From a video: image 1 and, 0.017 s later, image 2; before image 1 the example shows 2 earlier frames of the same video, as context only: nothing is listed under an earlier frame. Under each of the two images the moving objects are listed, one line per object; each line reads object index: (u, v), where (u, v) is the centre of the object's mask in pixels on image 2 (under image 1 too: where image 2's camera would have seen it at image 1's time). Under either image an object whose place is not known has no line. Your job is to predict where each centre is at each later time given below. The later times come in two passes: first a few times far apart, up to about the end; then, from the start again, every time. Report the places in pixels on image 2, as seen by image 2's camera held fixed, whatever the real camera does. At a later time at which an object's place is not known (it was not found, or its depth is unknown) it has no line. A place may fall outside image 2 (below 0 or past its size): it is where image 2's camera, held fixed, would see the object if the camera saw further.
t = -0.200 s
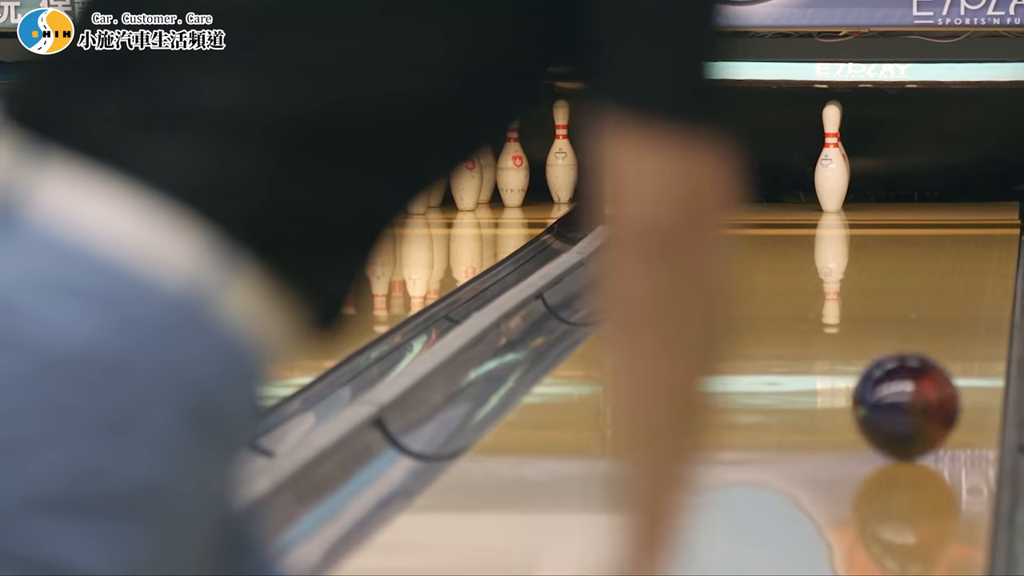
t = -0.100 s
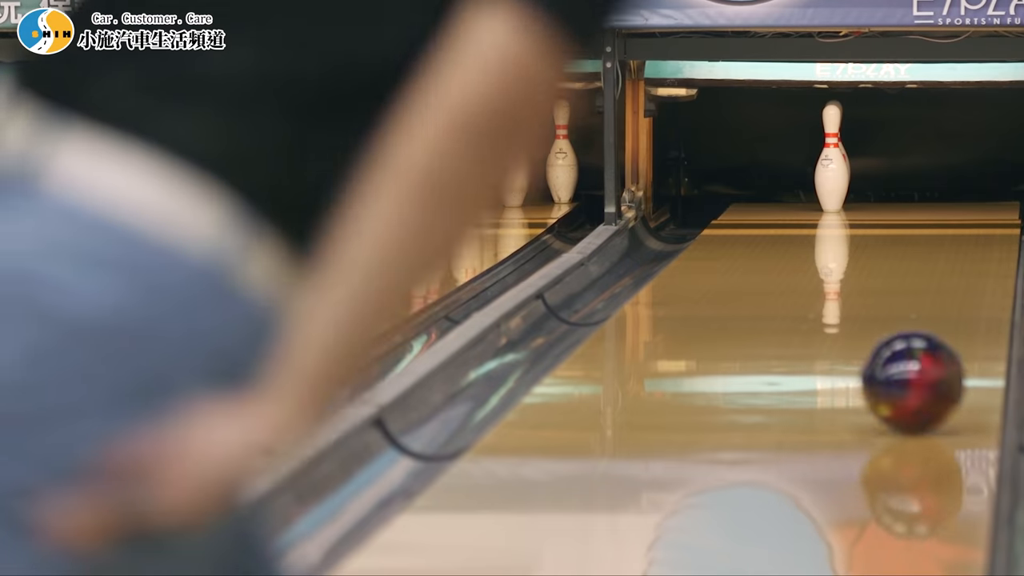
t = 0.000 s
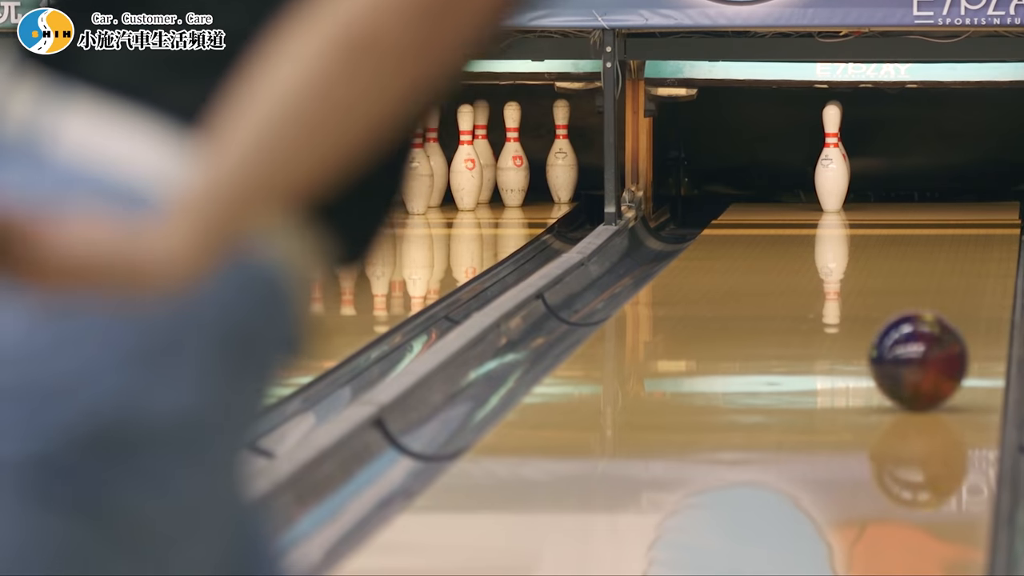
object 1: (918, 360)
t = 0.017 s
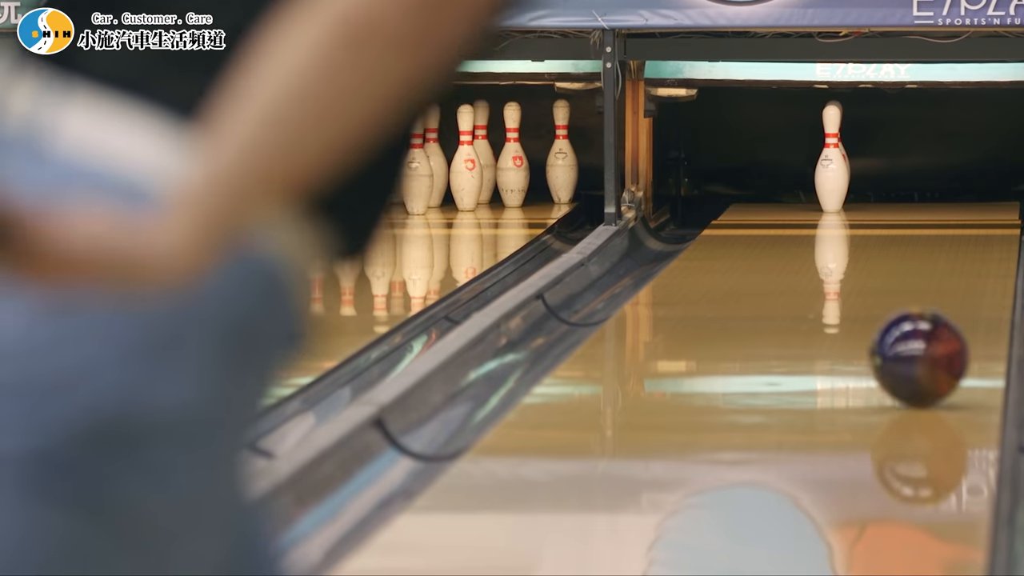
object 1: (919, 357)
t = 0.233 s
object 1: (925, 318)
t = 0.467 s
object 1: (925, 284)
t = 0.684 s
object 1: (918, 258)
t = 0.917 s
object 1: (901, 235)
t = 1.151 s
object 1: (876, 215)
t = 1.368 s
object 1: (847, 198)
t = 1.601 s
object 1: (813, 184)
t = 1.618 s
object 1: (809, 183)
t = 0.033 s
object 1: (919, 354)
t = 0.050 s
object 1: (920, 351)
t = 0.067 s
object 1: (921, 347)
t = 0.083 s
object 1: (922, 345)
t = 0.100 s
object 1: (922, 341)
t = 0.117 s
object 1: (923, 337)
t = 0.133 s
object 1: (923, 335)
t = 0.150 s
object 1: (924, 332)
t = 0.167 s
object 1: (924, 330)
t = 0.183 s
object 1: (924, 327)
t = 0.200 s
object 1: (925, 324)
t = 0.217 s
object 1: (925, 321)
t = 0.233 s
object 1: (925, 318)
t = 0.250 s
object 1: (926, 316)
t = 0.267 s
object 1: (926, 313)
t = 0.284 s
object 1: (926, 311)
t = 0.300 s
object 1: (926, 308)
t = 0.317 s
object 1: (926, 305)
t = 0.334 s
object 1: (926, 303)
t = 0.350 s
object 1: (926, 300)
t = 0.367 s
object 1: (926, 298)
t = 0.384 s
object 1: (926, 296)
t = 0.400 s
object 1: (926, 293)
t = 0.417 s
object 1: (926, 291)
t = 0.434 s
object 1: (926, 288)
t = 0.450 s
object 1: (925, 286)
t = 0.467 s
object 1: (925, 284)
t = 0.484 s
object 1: (925, 282)
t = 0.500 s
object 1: (925, 279)
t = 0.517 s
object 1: (924, 278)
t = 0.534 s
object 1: (924, 275)
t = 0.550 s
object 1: (923, 274)
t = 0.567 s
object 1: (923, 271)
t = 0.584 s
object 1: (922, 269)
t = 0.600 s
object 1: (922, 267)
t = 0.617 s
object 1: (921, 265)
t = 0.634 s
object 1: (921, 263)
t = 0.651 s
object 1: (920, 262)
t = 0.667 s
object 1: (919, 260)
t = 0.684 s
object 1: (918, 258)
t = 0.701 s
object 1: (917, 256)
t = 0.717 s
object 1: (916, 255)
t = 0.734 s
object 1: (915, 253)
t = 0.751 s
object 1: (914, 251)
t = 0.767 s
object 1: (913, 249)
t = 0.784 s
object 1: (912, 247)
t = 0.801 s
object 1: (911, 246)
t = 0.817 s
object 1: (909, 244)
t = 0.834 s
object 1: (908, 242)
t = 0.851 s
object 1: (907, 241)
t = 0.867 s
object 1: (905, 239)
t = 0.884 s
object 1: (904, 237)
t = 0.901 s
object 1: (903, 236)
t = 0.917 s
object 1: (901, 235)
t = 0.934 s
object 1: (900, 233)
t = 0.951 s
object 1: (898, 232)
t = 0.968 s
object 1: (896, 230)
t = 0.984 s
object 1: (895, 229)
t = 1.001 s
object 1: (893, 227)
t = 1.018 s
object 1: (891, 226)
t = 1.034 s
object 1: (890, 224)
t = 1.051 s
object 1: (888, 223)
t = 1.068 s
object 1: (886, 222)
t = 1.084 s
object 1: (884, 220)
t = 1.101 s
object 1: (882, 219)
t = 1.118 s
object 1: (881, 218)
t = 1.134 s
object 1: (878, 216)
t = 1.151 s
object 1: (876, 215)
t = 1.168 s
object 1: (874, 214)
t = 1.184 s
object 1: (872, 212)
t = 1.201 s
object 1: (870, 211)
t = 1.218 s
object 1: (867, 210)
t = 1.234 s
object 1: (865, 209)
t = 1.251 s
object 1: (863, 207)
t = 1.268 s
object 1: (861, 206)
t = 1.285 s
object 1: (858, 205)
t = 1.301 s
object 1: (856, 203)
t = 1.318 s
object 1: (853, 202)
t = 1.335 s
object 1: (851, 201)
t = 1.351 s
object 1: (849, 200)
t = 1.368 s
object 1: (847, 198)
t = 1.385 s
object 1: (844, 197)
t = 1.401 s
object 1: (842, 196)
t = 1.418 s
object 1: (839, 195)
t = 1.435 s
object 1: (837, 193)
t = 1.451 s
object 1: (835, 192)
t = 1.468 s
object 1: (833, 191)
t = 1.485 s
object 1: (831, 190)
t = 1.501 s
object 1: (829, 188)
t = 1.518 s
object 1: (826, 187)
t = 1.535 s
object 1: (824, 186)
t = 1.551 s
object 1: (822, 185)
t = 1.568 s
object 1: (820, 185)
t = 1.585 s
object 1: (816, 184)
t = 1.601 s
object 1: (813, 184)
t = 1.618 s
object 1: (809, 183)
